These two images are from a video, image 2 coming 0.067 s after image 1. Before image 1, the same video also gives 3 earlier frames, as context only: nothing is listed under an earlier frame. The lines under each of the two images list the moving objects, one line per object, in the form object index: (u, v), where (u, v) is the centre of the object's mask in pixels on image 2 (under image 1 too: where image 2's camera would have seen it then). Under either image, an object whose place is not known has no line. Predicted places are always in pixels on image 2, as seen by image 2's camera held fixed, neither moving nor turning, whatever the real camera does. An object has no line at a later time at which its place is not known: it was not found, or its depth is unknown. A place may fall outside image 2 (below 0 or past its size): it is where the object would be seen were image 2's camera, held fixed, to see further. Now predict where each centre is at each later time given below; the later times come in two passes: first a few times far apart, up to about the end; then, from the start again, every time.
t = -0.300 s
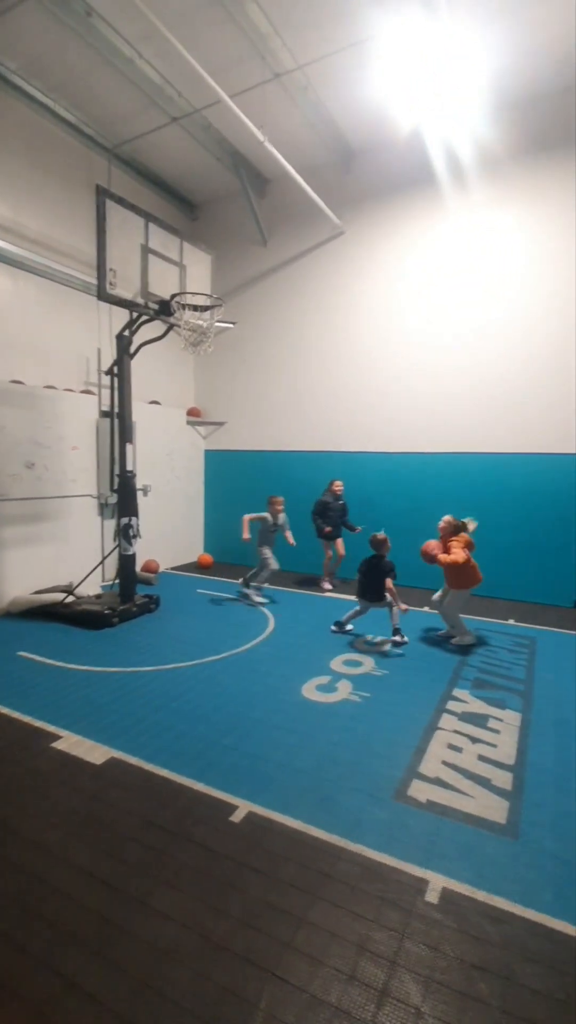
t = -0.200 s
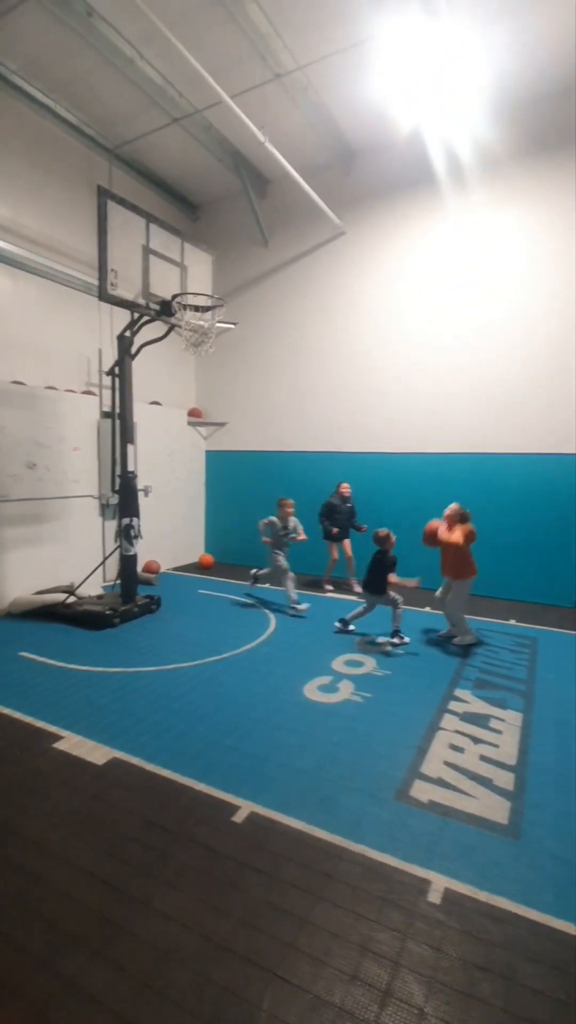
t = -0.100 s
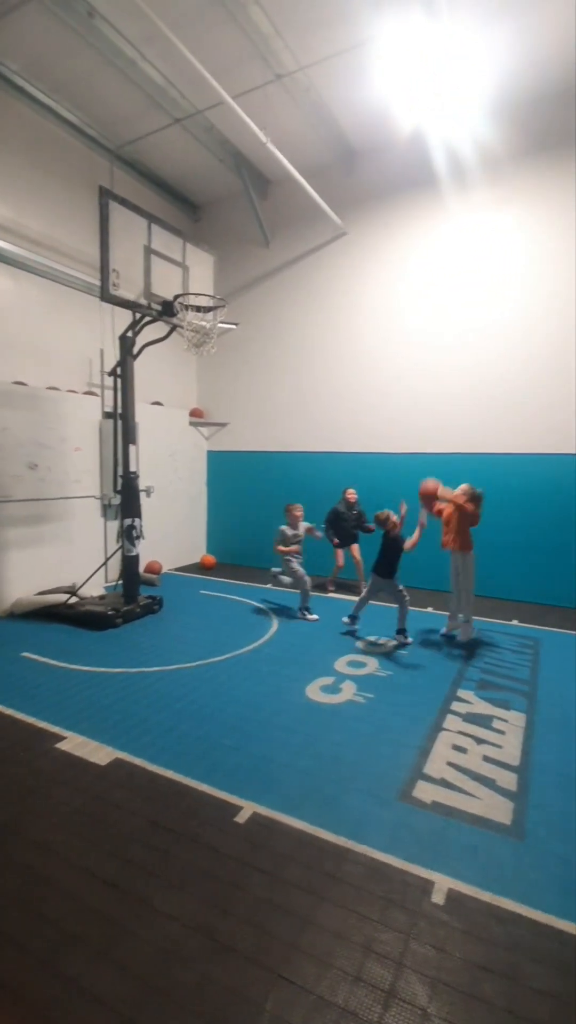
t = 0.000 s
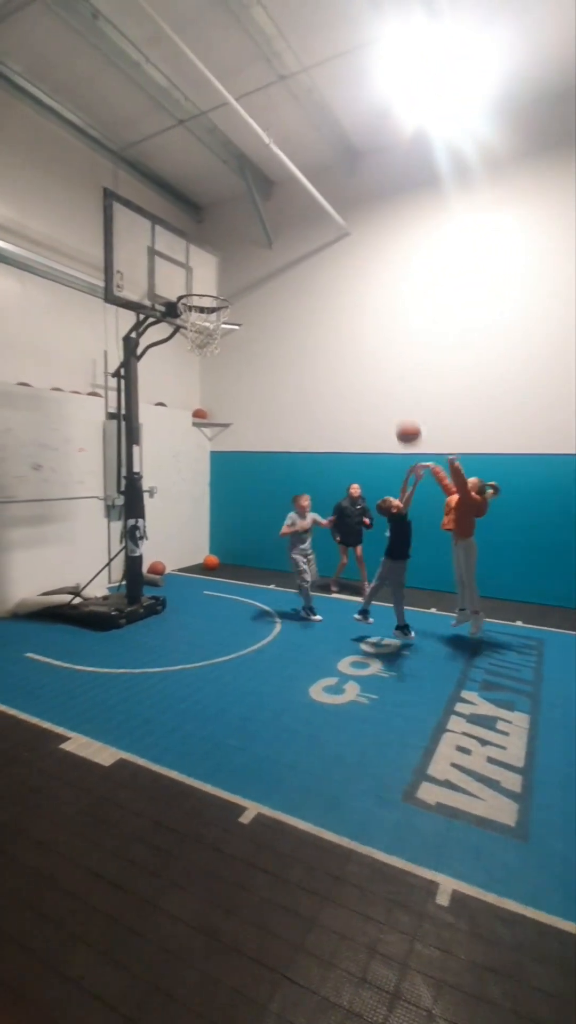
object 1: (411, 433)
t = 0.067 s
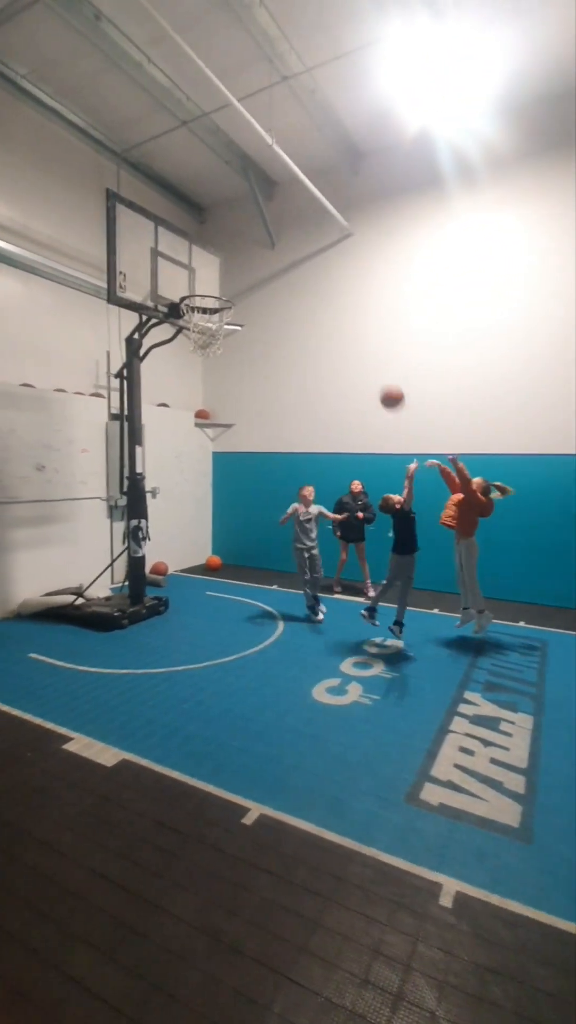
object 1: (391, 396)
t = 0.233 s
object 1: (343, 329)
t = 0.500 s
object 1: (263, 280)
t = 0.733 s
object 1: (195, 305)
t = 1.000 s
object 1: (222, 362)
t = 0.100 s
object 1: (381, 380)
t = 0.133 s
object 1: (372, 365)
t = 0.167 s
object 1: (362, 351)
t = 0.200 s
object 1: (352, 339)
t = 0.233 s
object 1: (343, 329)
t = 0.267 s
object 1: (333, 318)
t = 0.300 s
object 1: (323, 309)
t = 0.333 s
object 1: (313, 302)
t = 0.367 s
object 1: (303, 295)
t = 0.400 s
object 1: (293, 289)
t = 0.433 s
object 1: (283, 285)
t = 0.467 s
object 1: (273, 282)
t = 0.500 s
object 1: (263, 280)
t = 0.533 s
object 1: (253, 281)
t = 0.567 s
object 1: (243, 282)
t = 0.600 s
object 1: (233, 284)
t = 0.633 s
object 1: (224, 286)
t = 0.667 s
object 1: (214, 292)
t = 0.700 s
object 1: (204, 298)
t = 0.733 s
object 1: (195, 305)
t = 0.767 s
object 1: (197, 311)
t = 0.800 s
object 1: (201, 319)
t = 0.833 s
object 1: (205, 327)
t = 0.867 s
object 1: (208, 333)
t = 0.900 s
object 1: (212, 338)
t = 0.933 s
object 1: (216, 345)
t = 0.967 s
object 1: (219, 353)
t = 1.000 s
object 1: (222, 362)
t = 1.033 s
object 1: (226, 373)
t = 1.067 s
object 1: (229, 384)
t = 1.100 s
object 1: (232, 398)
